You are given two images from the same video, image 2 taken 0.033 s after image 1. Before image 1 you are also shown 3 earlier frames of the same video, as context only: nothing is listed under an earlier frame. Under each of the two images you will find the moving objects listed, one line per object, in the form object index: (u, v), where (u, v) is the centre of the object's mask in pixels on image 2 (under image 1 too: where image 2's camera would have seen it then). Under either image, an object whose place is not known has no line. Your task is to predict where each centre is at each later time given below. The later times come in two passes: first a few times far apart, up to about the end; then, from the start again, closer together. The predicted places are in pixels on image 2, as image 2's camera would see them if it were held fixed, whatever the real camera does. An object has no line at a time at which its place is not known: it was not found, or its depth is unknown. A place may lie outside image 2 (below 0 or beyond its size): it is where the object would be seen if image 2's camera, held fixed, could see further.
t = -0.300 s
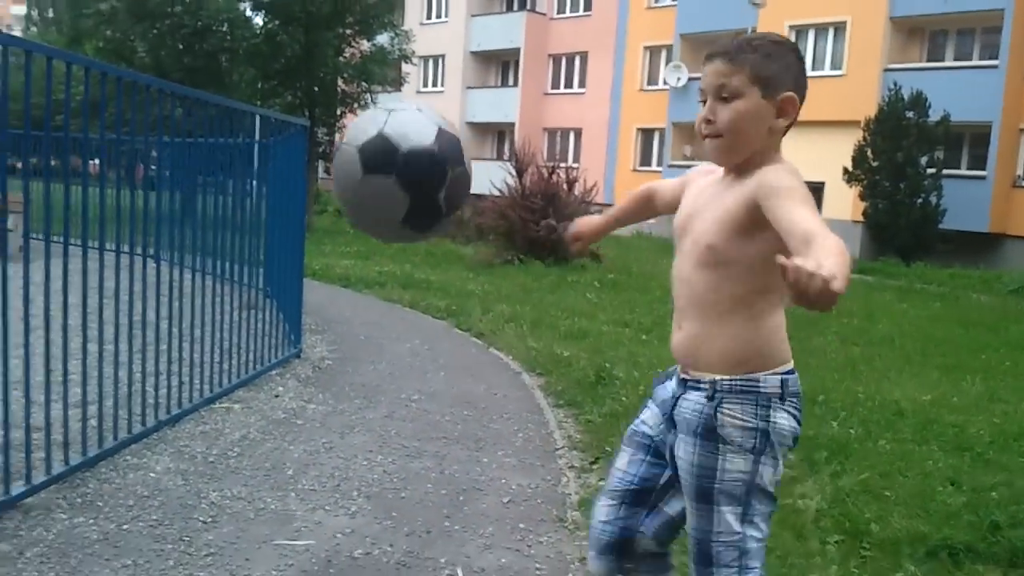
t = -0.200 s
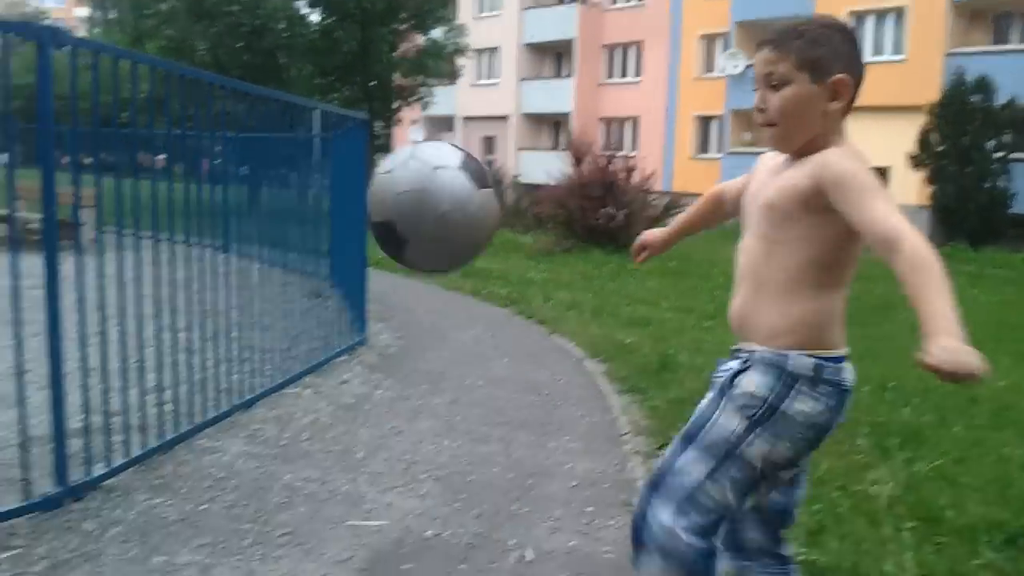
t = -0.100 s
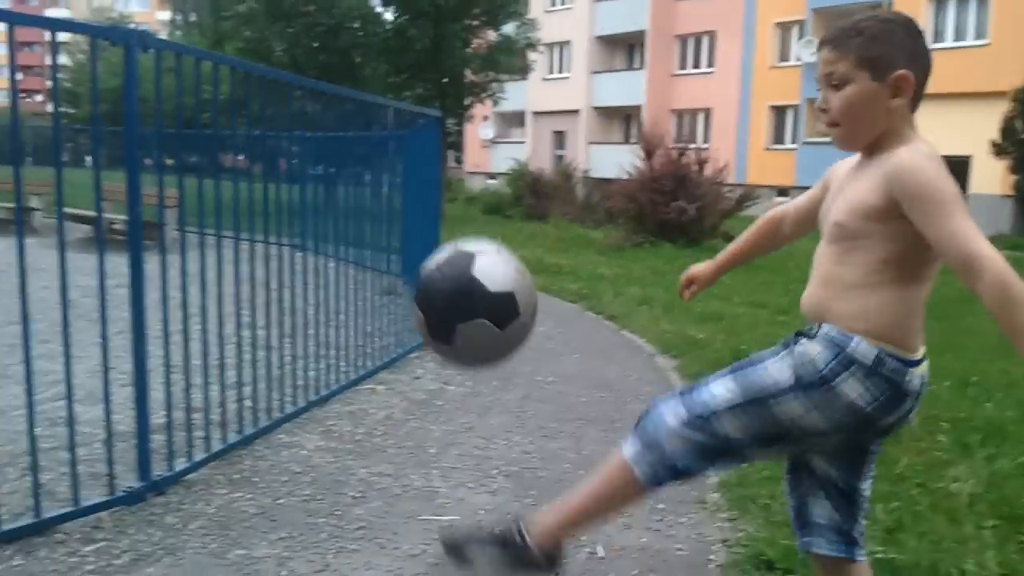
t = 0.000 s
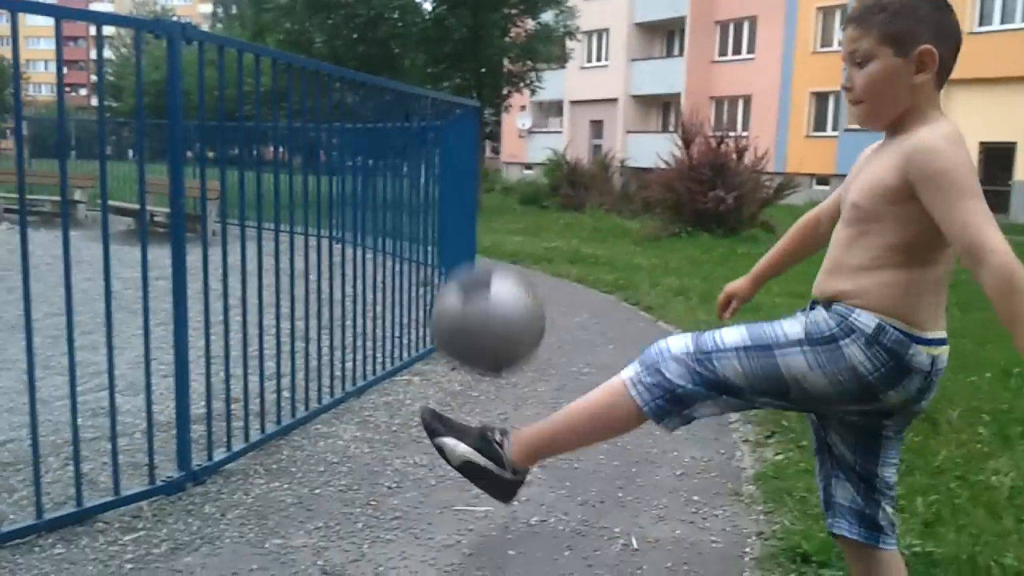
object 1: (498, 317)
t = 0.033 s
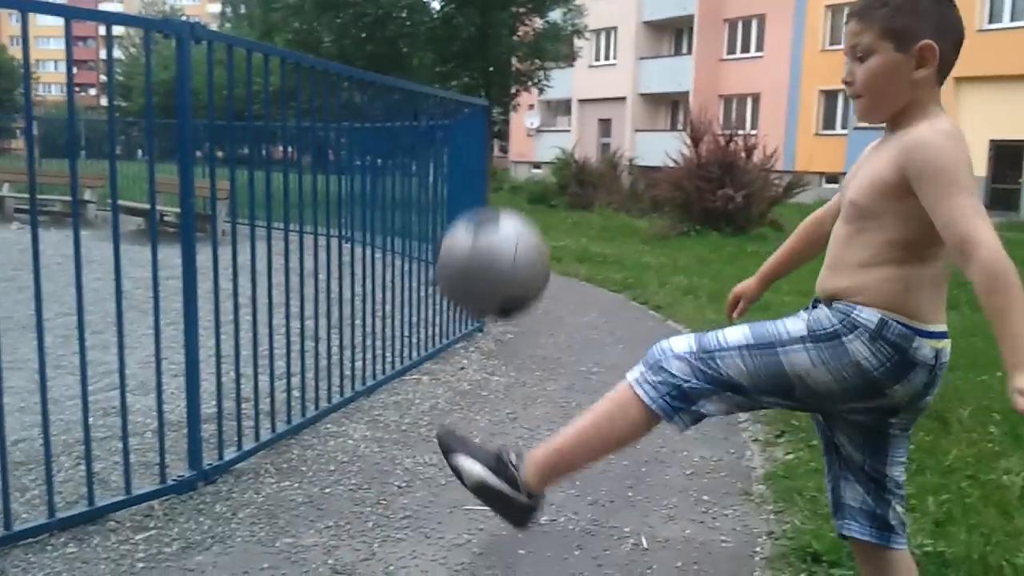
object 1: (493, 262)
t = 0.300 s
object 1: (464, 44)
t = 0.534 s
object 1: (430, 112)
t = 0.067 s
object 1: (490, 214)
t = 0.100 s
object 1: (487, 172)
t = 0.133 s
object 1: (488, 134)
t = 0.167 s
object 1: (481, 100)
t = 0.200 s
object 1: (479, 73)
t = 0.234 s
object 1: (474, 59)
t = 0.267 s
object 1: (467, 50)
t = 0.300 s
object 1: (464, 44)
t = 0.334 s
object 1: (459, 41)
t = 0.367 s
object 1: (454, 40)
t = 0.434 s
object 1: (443, 49)
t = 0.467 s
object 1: (438, 62)
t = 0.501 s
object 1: (434, 83)
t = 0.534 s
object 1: (430, 112)
